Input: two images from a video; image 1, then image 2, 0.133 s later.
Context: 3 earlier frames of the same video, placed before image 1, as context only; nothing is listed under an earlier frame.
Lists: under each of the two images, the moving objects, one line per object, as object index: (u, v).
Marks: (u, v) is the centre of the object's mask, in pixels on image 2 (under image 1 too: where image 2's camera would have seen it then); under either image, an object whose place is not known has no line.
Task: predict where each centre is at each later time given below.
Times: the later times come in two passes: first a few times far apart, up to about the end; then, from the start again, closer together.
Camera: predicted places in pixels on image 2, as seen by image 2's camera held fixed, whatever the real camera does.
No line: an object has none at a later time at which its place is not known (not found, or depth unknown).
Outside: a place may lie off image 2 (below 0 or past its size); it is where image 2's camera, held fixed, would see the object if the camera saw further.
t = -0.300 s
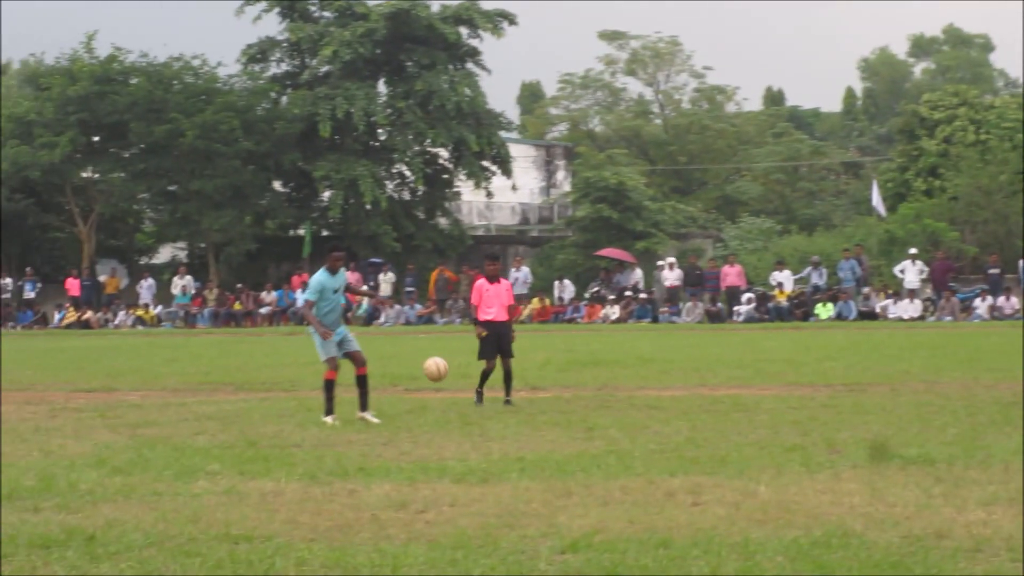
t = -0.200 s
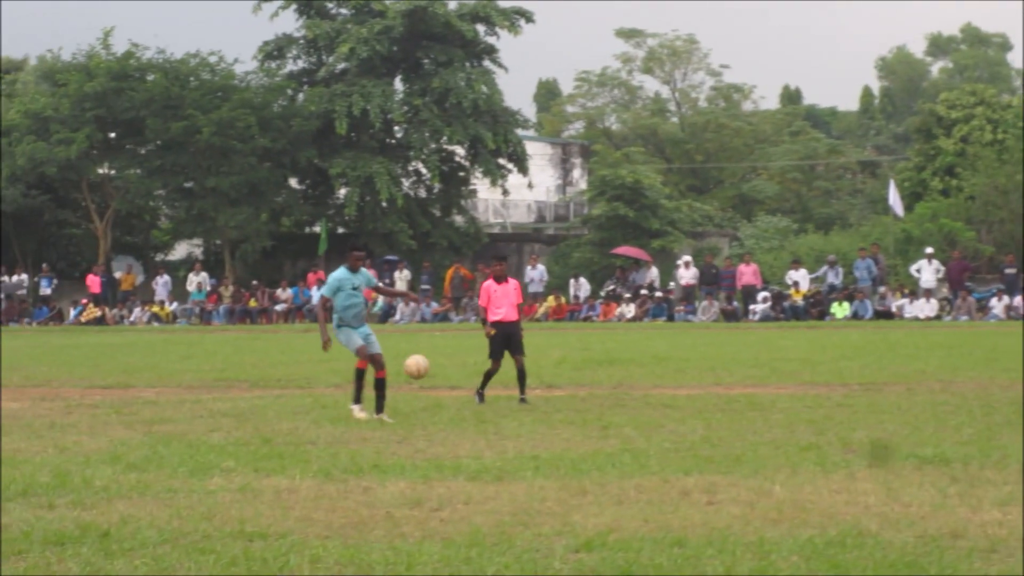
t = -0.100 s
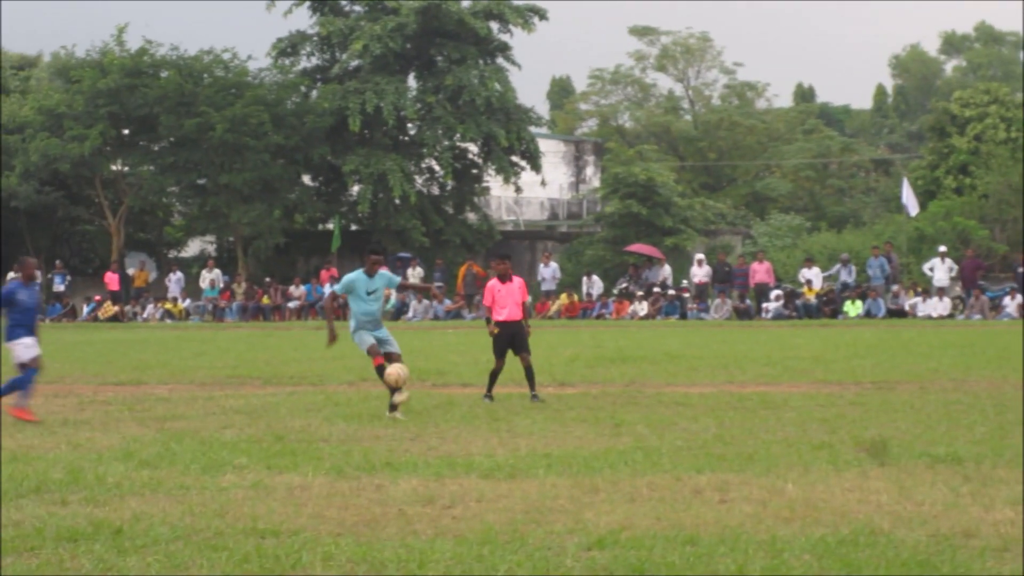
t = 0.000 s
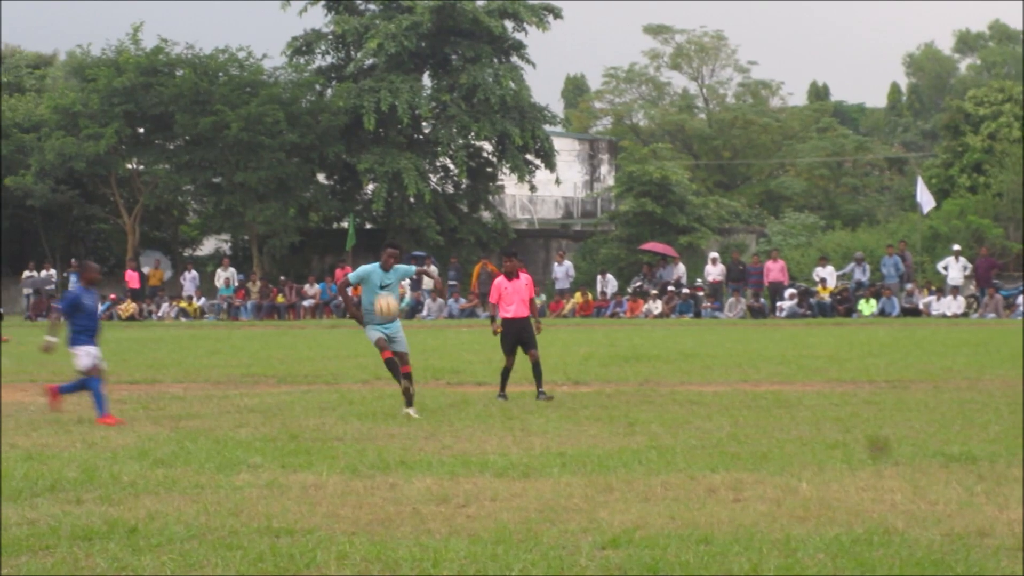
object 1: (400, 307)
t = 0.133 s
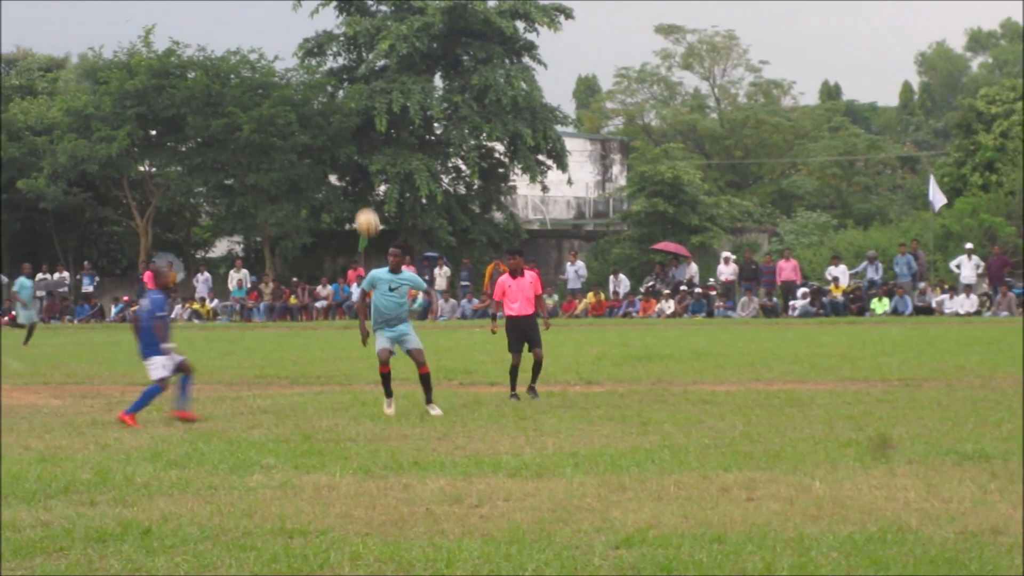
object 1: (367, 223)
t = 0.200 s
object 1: (352, 186)
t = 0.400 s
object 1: (307, 110)
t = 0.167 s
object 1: (359, 204)
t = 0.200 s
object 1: (352, 186)
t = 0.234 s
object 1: (343, 171)
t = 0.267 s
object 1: (335, 157)
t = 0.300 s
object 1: (329, 145)
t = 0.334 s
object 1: (322, 134)
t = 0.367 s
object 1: (315, 122)
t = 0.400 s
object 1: (307, 110)
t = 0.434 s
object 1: (300, 100)
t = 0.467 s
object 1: (292, 91)
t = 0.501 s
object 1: (284, 85)
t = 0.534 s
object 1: (276, 78)
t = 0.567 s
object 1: (269, 73)
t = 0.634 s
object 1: (253, 66)
